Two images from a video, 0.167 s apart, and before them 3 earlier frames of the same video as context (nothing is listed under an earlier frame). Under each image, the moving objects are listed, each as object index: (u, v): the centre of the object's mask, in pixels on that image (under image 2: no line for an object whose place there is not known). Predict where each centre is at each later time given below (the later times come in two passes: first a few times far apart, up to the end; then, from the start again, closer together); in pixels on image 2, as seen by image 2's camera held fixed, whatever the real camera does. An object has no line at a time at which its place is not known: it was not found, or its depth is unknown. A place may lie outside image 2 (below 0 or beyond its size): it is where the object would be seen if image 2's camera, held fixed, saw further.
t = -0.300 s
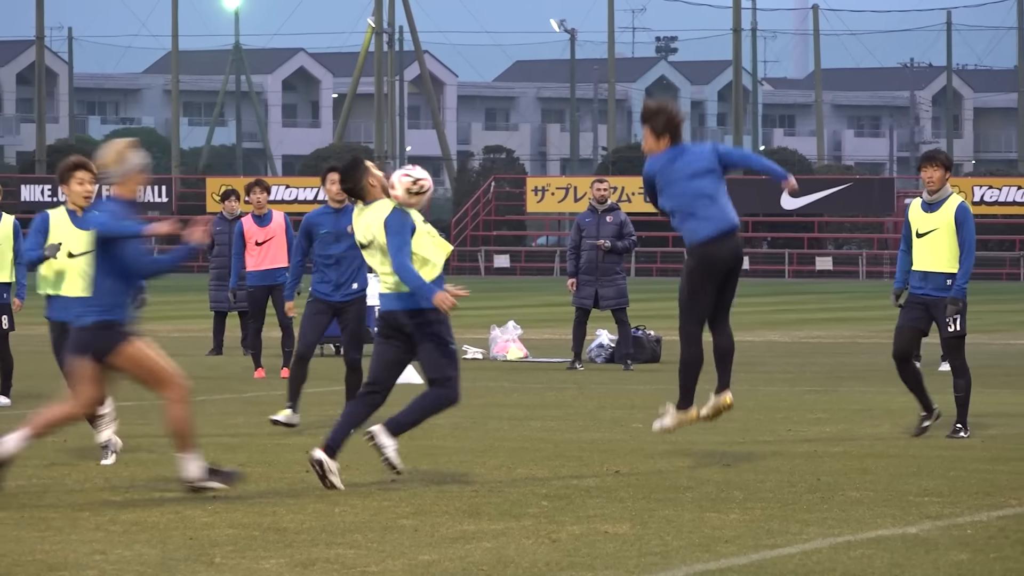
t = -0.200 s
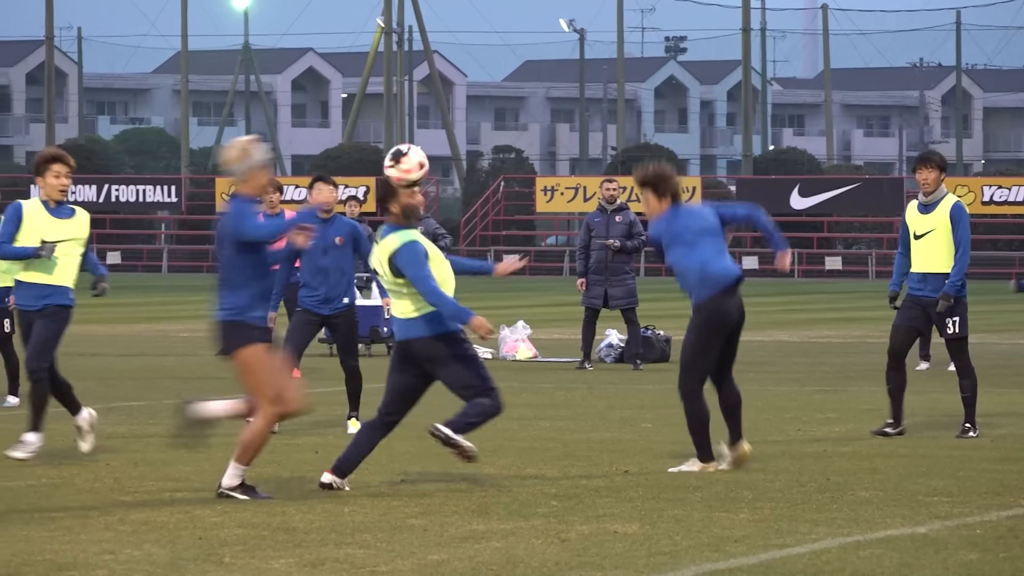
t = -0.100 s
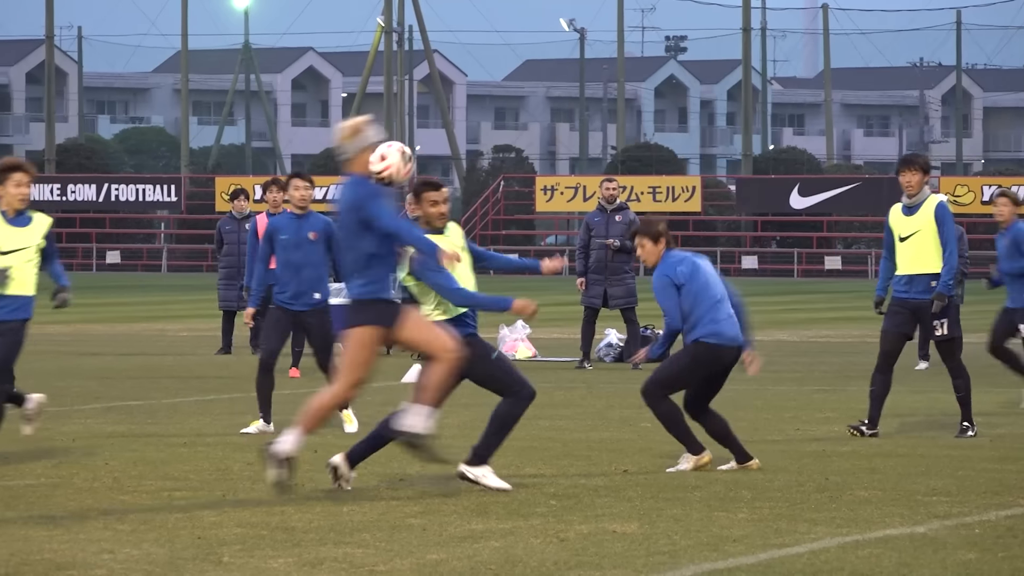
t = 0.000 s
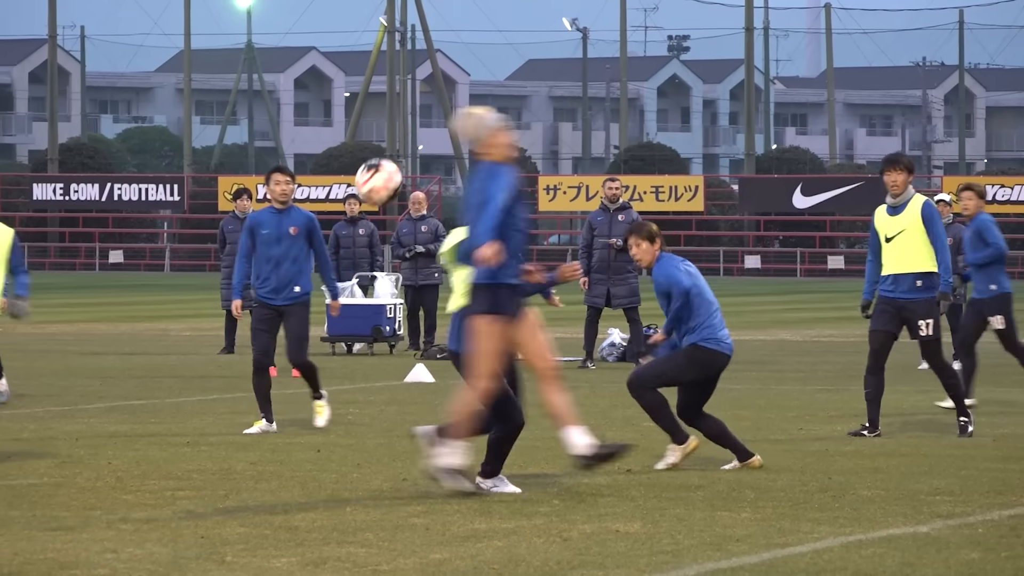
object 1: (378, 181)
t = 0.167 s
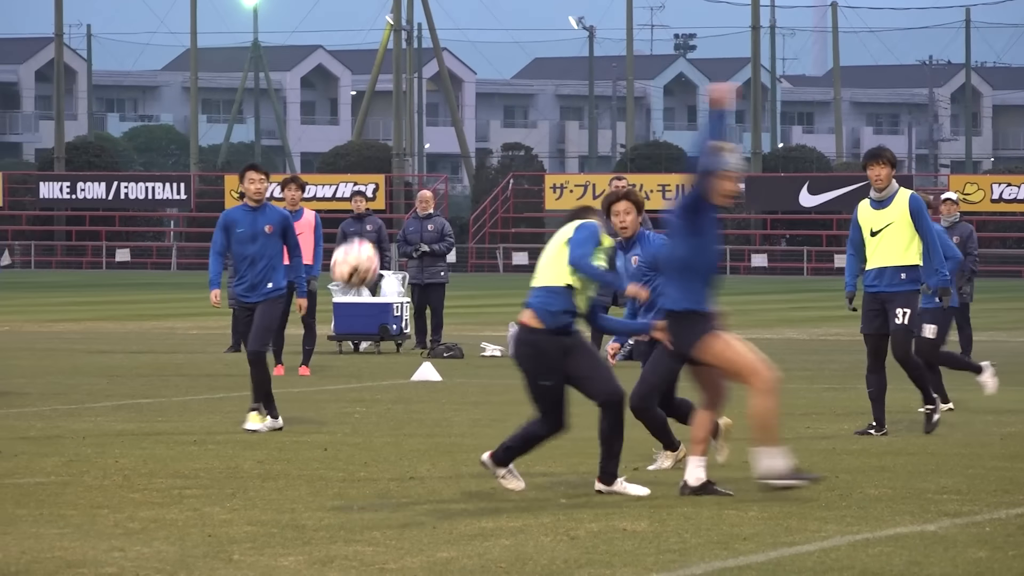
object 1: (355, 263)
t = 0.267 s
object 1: (335, 349)
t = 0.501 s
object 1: (306, 461)
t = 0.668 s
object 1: (310, 412)
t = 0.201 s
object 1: (348, 289)
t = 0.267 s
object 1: (335, 349)
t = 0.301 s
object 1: (329, 383)
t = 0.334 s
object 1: (320, 419)
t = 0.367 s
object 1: (313, 460)
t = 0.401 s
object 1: (305, 505)
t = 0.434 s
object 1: (304, 497)
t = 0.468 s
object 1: (305, 478)
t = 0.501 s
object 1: (306, 461)
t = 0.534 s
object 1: (307, 447)
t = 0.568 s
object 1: (307, 434)
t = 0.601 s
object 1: (308, 424)
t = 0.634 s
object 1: (309, 417)
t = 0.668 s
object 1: (310, 412)
